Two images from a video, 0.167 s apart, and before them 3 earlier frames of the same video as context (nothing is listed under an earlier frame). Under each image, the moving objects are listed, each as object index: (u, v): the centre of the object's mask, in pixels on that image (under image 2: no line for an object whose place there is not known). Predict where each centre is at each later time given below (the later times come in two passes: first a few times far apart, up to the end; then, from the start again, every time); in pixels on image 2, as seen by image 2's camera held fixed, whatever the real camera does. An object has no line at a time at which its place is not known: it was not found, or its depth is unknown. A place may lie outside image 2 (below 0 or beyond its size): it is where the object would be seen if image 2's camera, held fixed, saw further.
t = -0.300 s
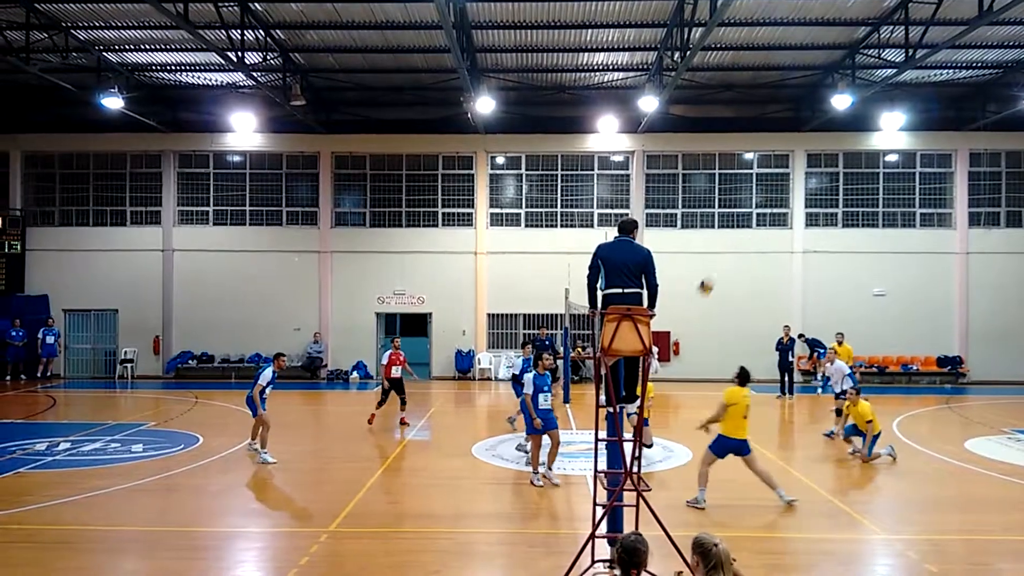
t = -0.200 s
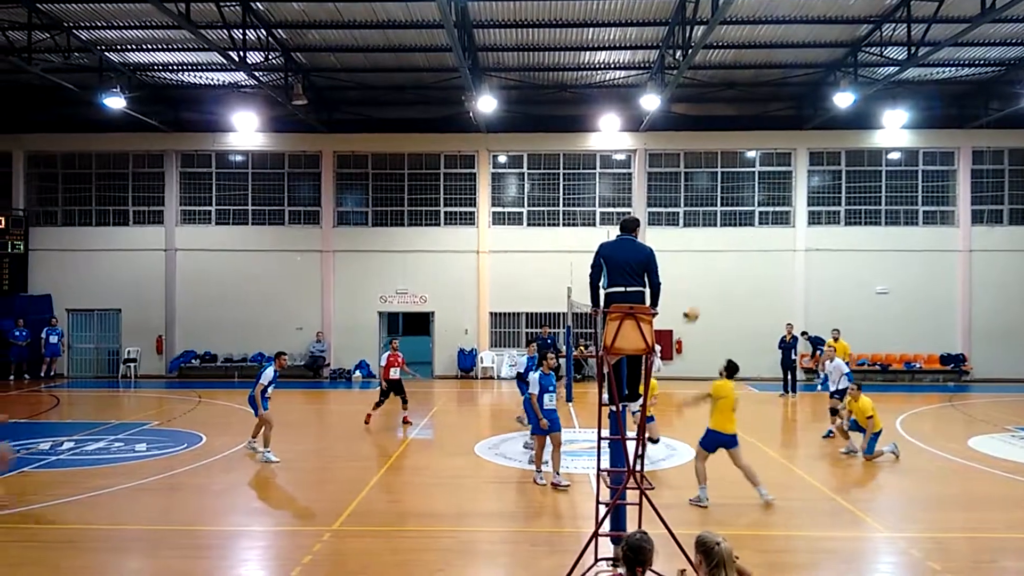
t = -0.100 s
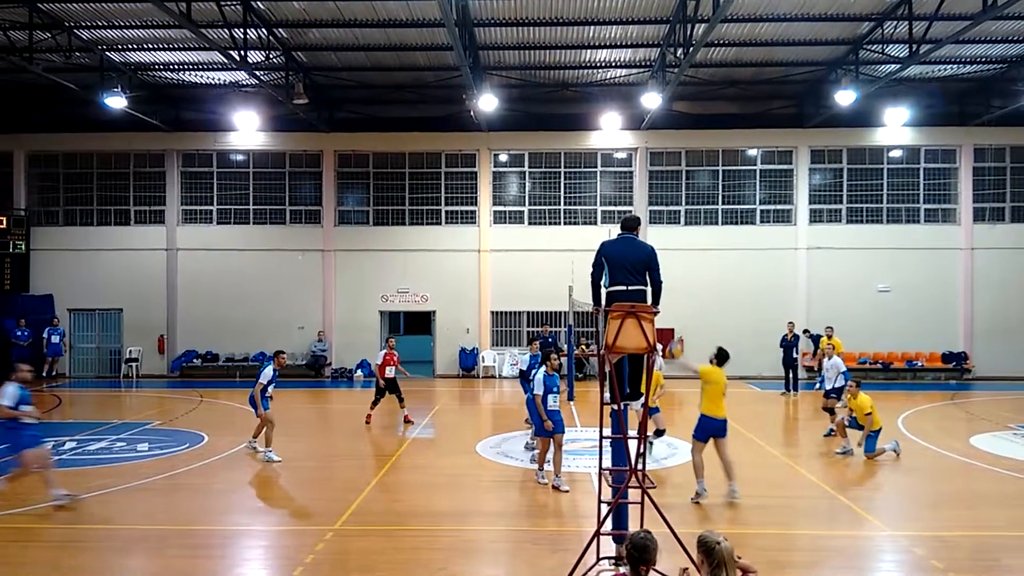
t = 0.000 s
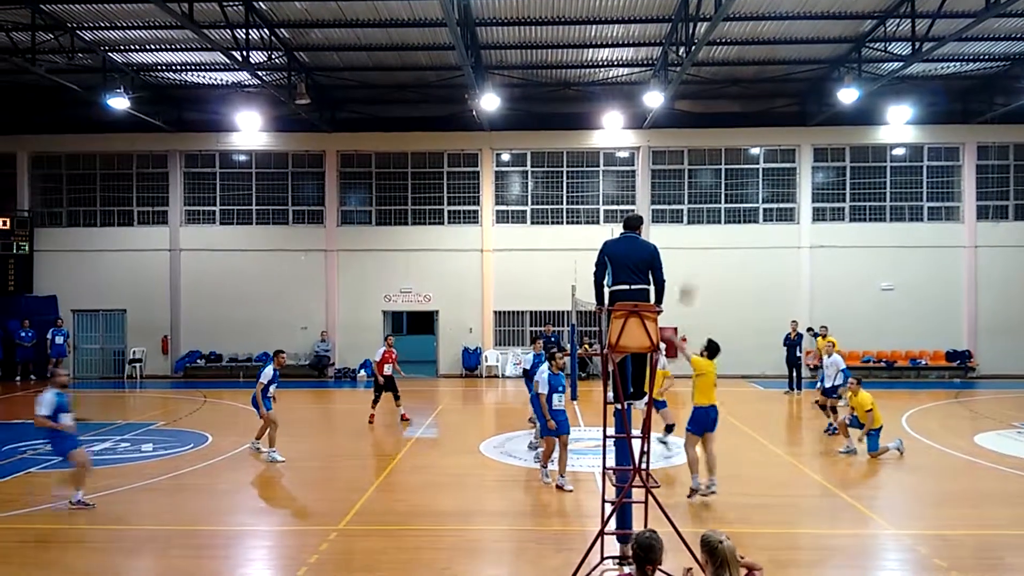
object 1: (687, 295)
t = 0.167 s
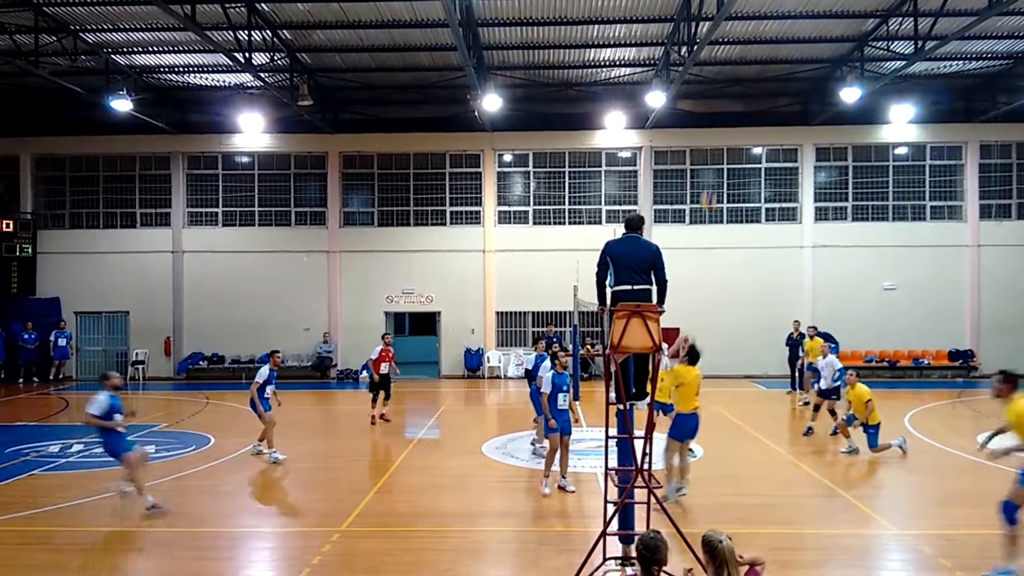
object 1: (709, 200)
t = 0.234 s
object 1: (716, 169)
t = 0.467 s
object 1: (745, 94)
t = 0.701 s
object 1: (773, 59)
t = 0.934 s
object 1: (801, 68)
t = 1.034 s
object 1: (814, 84)
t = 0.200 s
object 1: (711, 186)
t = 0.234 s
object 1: (716, 169)
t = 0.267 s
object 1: (720, 156)
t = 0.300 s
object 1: (724, 143)
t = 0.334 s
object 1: (728, 130)
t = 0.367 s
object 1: (733, 120)
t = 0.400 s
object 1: (736, 111)
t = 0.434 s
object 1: (740, 102)
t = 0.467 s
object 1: (745, 94)
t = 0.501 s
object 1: (749, 86)
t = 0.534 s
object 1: (753, 80)
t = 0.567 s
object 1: (756, 74)
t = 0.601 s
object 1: (761, 69)
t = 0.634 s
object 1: (765, 65)
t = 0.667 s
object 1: (769, 62)
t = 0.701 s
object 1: (773, 59)
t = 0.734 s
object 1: (777, 58)
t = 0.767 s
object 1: (781, 58)
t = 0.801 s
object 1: (785, 58)
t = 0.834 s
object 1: (789, 60)
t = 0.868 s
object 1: (793, 61)
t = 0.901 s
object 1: (797, 64)
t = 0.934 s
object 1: (801, 68)
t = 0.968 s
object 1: (805, 73)
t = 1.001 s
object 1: (809, 78)
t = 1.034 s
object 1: (814, 84)
